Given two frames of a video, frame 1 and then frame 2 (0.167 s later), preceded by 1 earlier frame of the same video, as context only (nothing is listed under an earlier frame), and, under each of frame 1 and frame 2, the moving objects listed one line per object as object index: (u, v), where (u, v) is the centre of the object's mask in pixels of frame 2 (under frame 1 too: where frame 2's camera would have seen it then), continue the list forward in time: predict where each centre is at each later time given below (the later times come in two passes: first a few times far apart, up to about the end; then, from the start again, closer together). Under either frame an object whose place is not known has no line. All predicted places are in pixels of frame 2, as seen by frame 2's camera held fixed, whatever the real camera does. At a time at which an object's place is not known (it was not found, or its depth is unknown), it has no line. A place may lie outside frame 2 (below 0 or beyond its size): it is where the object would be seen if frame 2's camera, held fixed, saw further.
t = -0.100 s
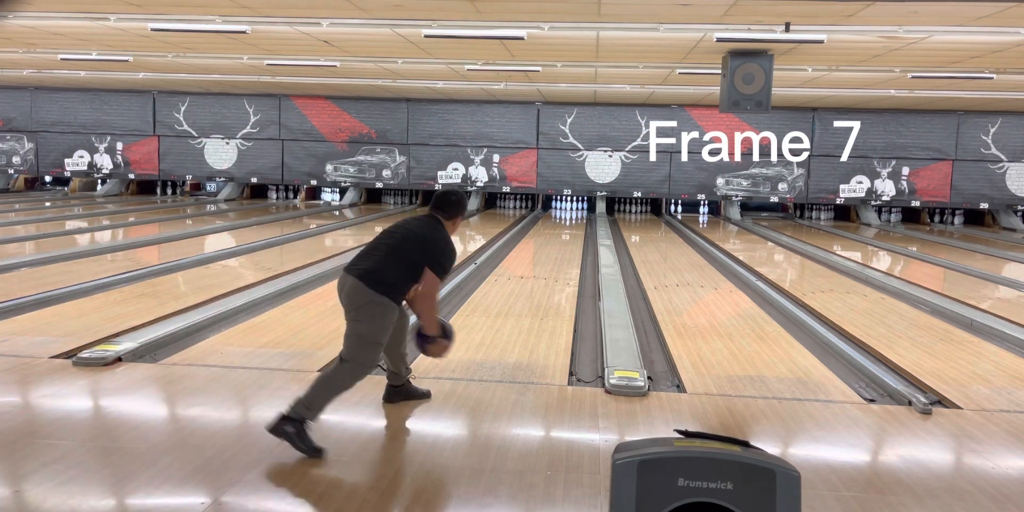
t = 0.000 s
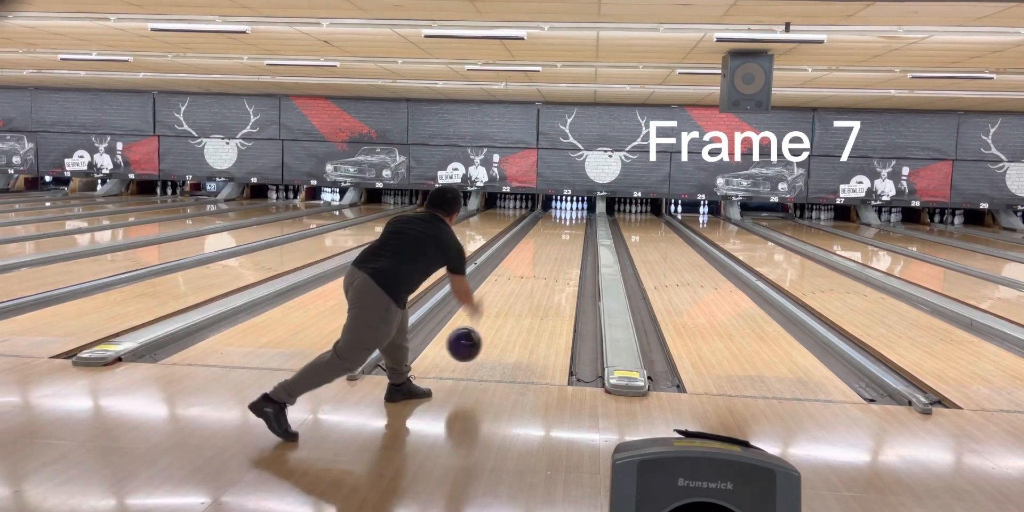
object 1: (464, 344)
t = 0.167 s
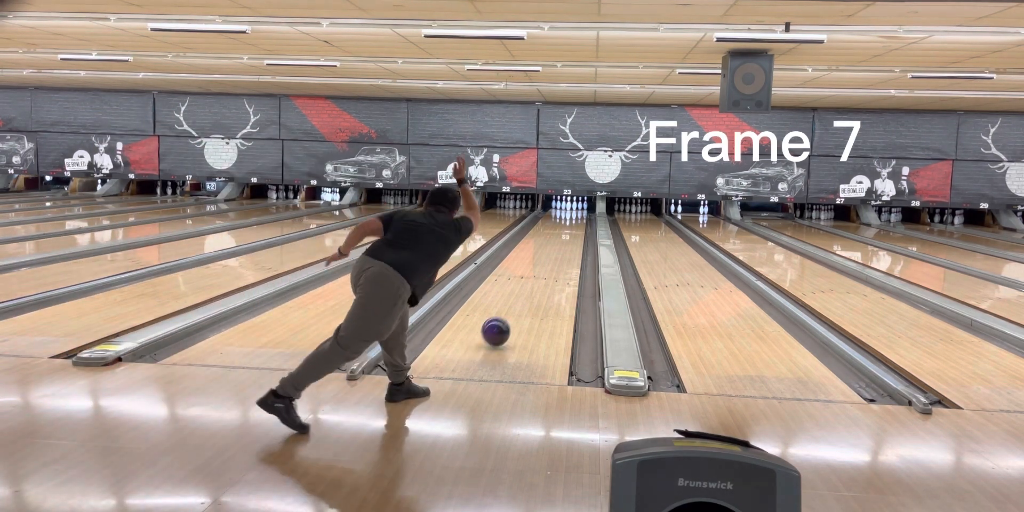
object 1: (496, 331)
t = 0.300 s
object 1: (513, 312)
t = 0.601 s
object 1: (539, 279)
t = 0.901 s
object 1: (555, 258)
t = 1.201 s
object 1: (565, 244)
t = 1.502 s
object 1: (572, 234)
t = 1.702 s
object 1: (575, 228)
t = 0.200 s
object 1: (501, 327)
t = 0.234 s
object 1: (505, 321)
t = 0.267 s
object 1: (509, 316)
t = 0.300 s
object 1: (513, 312)
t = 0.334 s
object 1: (517, 307)
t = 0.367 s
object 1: (520, 303)
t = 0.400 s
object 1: (524, 299)
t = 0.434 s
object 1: (527, 295)
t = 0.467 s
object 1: (529, 291)
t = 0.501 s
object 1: (532, 288)
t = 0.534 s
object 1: (535, 285)
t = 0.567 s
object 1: (537, 282)
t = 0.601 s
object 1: (539, 279)
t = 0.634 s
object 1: (541, 276)
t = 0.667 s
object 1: (543, 274)
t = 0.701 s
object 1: (545, 271)
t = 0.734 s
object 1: (547, 269)
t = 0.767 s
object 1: (549, 267)
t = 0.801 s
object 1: (551, 264)
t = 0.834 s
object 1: (552, 262)
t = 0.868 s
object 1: (554, 260)
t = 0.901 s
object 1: (555, 258)
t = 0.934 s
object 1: (556, 257)
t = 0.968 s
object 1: (558, 255)
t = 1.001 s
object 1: (559, 253)
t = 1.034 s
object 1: (560, 252)
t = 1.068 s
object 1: (561, 250)
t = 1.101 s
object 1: (562, 249)
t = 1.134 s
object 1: (563, 247)
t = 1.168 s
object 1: (564, 246)
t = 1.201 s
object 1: (565, 244)
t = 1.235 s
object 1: (566, 243)
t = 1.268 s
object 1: (567, 242)
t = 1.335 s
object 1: (568, 239)
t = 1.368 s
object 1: (569, 238)
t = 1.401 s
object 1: (570, 237)
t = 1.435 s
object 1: (570, 236)
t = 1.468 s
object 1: (571, 235)
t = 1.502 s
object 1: (572, 234)
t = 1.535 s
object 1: (572, 233)
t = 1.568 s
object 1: (573, 232)
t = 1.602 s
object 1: (573, 231)
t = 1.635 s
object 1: (574, 230)
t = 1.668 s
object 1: (574, 229)
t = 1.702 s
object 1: (575, 228)
